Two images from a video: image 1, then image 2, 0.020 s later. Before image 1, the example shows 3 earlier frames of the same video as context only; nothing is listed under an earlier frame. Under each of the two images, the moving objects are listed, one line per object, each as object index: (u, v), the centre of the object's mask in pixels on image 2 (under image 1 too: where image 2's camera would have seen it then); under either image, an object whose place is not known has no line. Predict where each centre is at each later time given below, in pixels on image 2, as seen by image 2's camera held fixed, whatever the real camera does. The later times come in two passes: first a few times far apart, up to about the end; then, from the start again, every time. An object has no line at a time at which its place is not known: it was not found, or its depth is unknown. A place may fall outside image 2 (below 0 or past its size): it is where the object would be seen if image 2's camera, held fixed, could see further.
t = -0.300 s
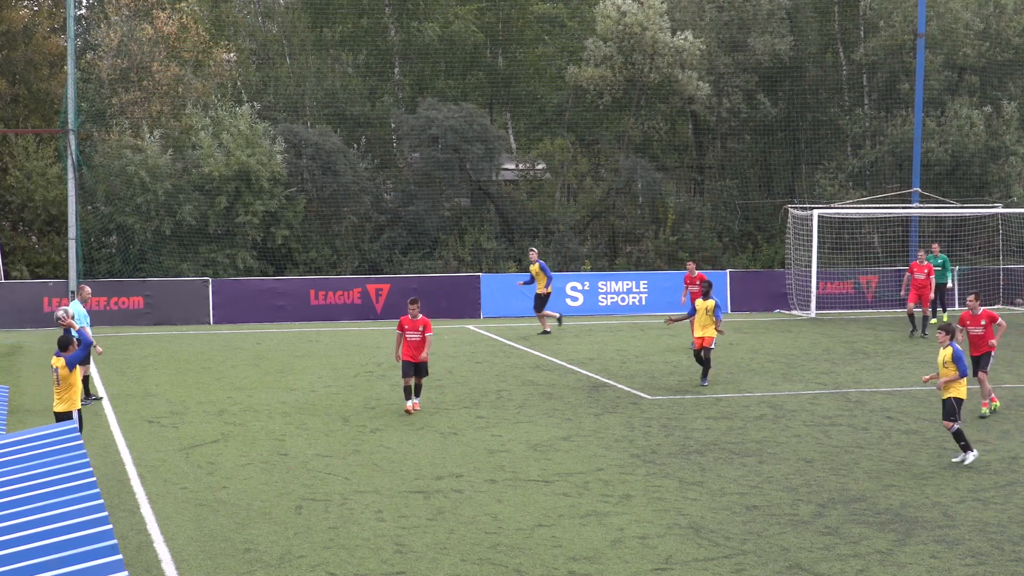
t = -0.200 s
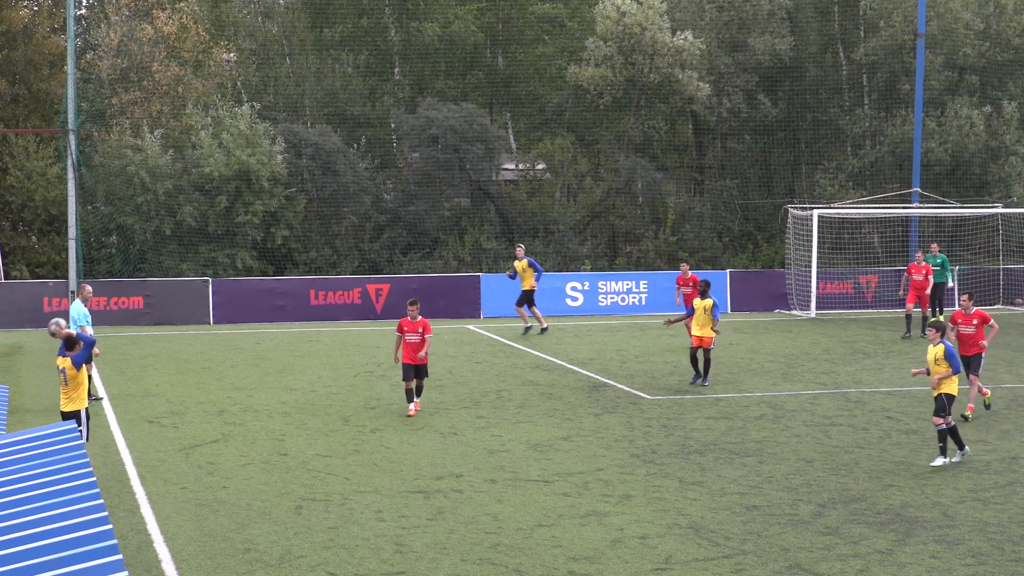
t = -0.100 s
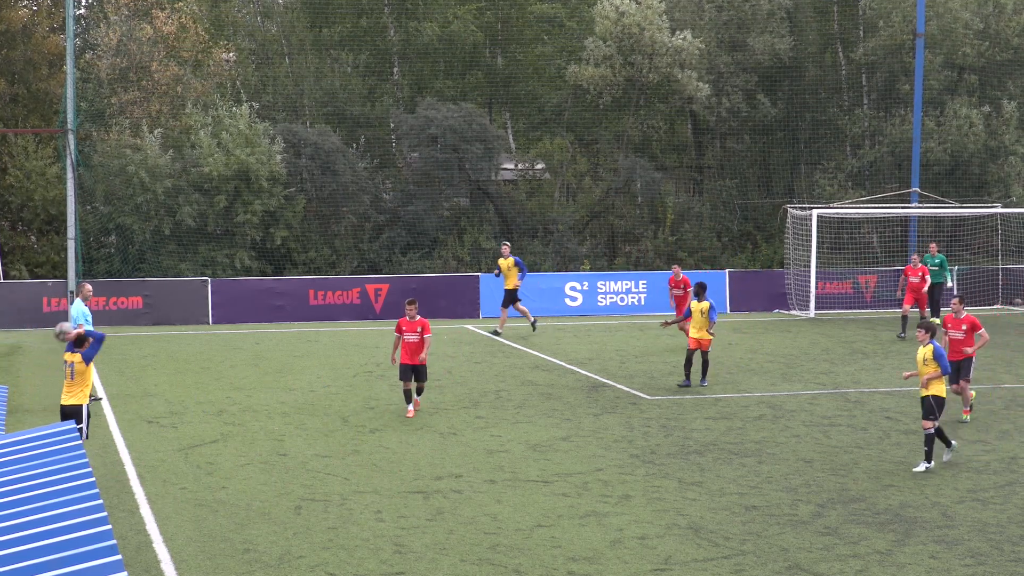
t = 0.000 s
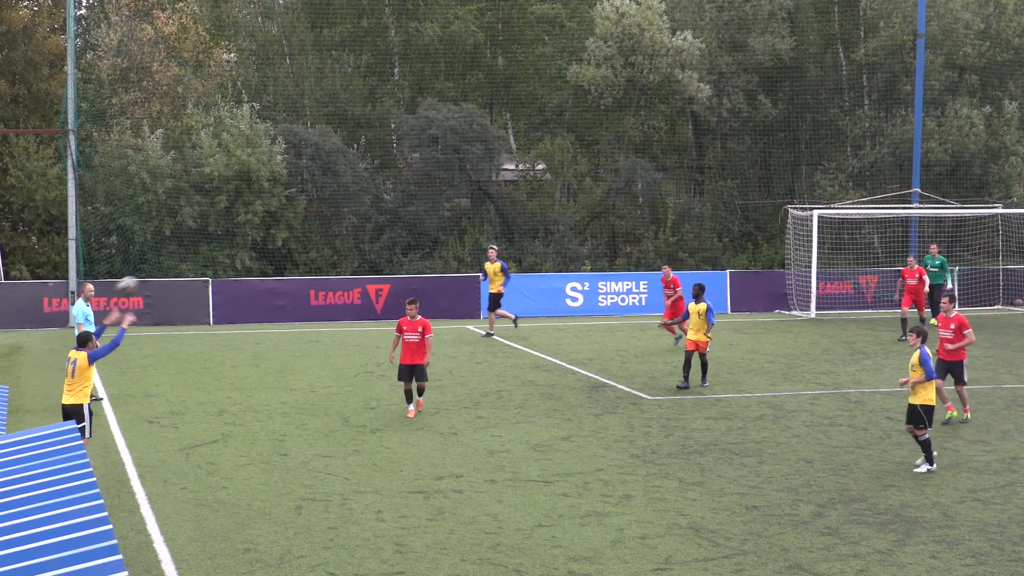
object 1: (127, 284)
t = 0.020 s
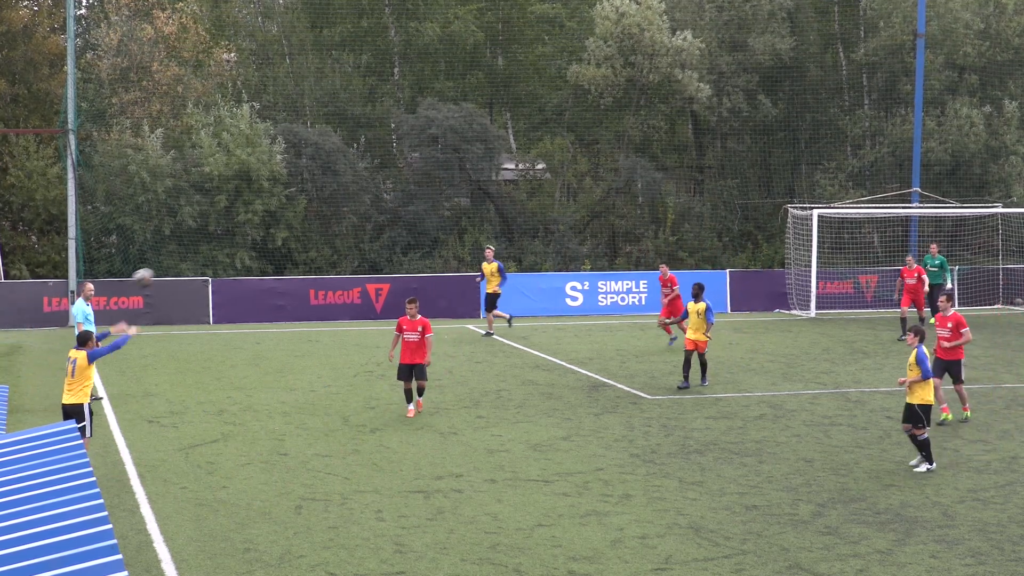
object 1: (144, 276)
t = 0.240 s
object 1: (307, 222)
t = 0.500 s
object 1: (462, 217)
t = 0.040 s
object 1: (160, 270)
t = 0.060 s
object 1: (175, 263)
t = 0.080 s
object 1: (190, 256)
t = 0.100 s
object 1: (206, 252)
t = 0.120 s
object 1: (221, 246)
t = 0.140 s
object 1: (236, 240)
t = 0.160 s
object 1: (251, 236)
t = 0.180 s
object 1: (264, 232)
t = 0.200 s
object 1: (279, 229)
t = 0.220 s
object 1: (293, 224)
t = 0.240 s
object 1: (307, 222)
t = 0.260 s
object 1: (320, 219)
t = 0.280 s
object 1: (333, 218)
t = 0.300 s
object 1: (347, 216)
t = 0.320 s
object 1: (359, 215)
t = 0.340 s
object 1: (372, 214)
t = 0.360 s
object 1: (384, 213)
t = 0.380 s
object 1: (396, 213)
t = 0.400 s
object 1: (407, 213)
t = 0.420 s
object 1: (419, 213)
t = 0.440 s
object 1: (430, 213)
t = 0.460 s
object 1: (441, 214)
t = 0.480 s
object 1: (450, 215)
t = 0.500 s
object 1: (462, 217)
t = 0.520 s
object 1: (470, 219)
